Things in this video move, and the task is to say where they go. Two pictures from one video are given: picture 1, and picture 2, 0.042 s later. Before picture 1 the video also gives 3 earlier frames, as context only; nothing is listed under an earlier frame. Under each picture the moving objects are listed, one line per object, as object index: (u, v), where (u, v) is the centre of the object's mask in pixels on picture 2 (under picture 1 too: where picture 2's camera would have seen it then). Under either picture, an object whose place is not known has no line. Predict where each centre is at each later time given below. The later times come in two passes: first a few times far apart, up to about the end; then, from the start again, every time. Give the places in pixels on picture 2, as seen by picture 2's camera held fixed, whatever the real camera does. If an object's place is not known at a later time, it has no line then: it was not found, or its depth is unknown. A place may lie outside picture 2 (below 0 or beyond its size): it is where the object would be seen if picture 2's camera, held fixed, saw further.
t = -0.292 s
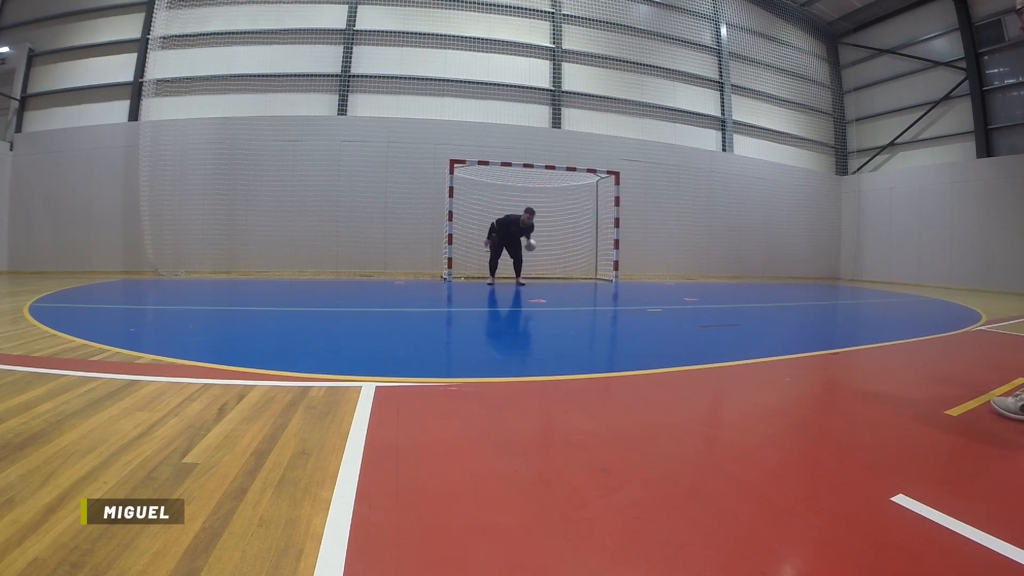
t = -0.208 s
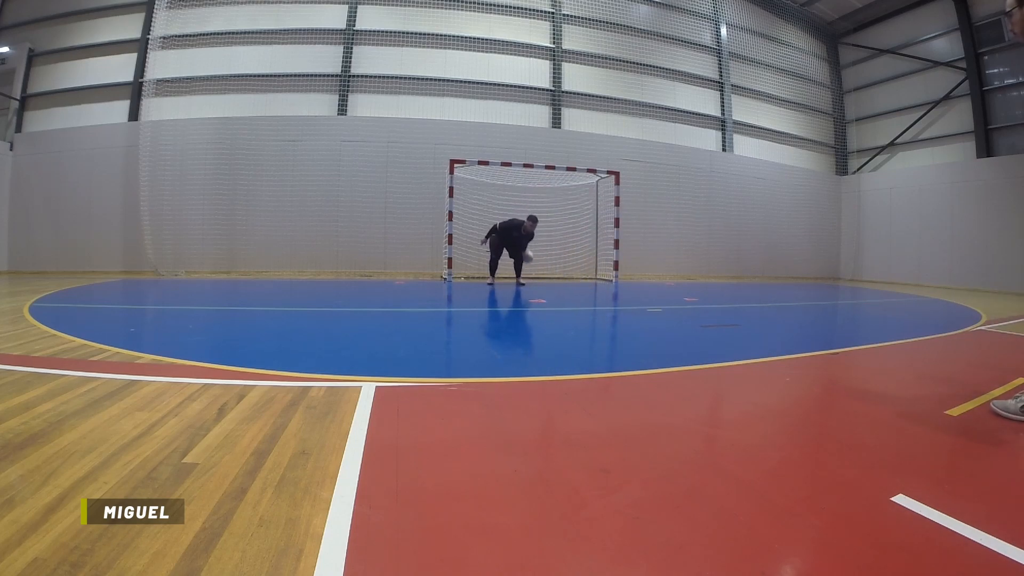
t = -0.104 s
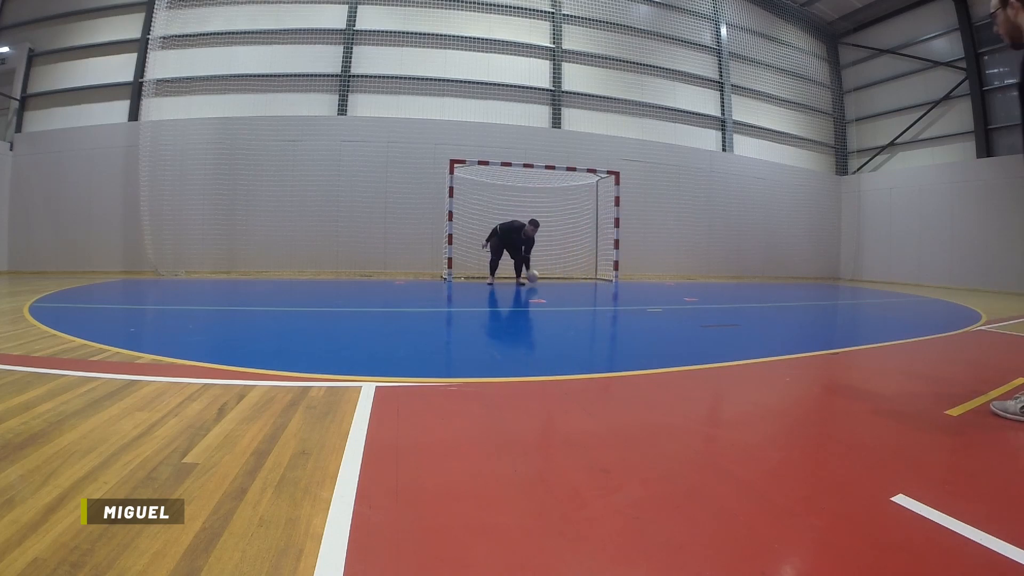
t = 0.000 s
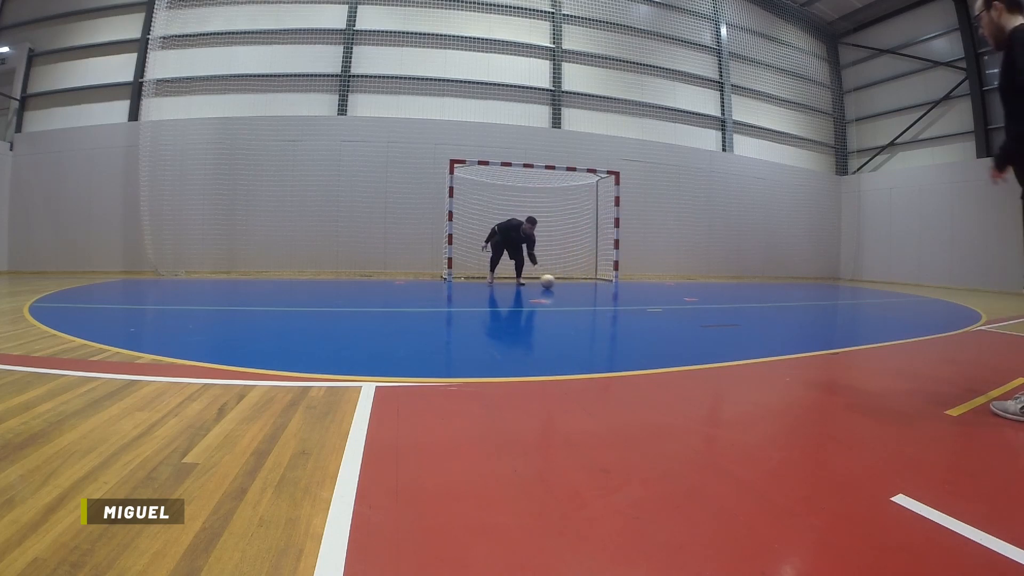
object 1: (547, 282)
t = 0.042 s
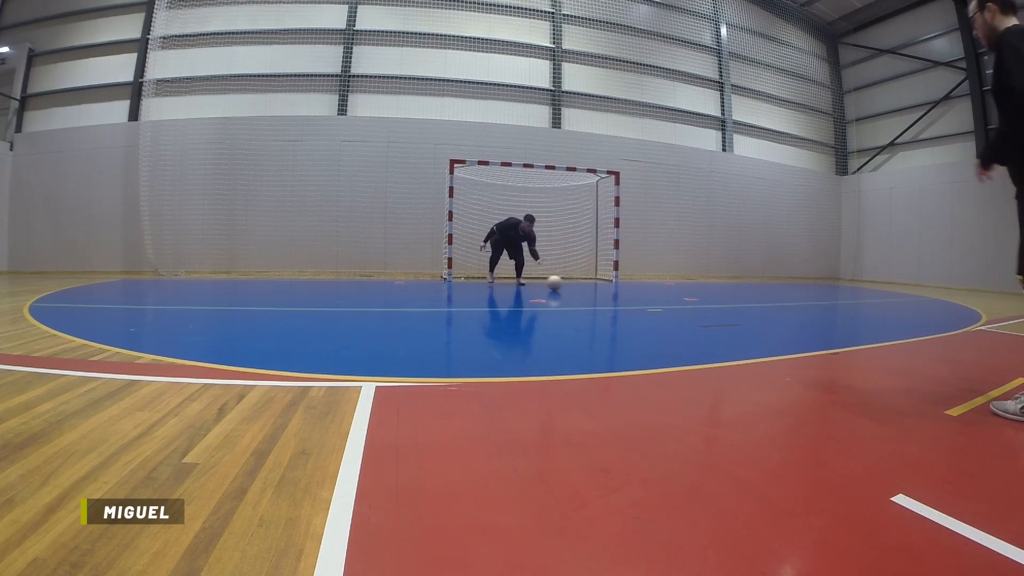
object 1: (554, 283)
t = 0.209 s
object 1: (587, 290)
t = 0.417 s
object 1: (640, 300)
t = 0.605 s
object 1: (706, 314)
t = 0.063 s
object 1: (558, 284)
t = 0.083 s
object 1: (562, 285)
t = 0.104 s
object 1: (565, 286)
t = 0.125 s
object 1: (570, 286)
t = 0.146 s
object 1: (574, 287)
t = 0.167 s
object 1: (578, 288)
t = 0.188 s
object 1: (583, 289)
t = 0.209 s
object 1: (587, 290)
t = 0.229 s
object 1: (591, 291)
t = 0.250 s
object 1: (596, 292)
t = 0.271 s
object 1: (601, 293)
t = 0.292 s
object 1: (606, 294)
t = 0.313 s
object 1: (612, 295)
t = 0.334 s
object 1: (617, 296)
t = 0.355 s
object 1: (622, 297)
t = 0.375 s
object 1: (628, 298)
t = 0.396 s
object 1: (634, 299)
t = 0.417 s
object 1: (640, 300)
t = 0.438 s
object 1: (646, 301)
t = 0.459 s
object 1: (652, 303)
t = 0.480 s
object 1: (659, 304)
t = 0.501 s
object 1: (666, 306)
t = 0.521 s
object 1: (673, 307)
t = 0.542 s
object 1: (681, 309)
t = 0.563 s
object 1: (689, 311)
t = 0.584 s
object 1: (698, 312)
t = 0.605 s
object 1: (706, 314)
